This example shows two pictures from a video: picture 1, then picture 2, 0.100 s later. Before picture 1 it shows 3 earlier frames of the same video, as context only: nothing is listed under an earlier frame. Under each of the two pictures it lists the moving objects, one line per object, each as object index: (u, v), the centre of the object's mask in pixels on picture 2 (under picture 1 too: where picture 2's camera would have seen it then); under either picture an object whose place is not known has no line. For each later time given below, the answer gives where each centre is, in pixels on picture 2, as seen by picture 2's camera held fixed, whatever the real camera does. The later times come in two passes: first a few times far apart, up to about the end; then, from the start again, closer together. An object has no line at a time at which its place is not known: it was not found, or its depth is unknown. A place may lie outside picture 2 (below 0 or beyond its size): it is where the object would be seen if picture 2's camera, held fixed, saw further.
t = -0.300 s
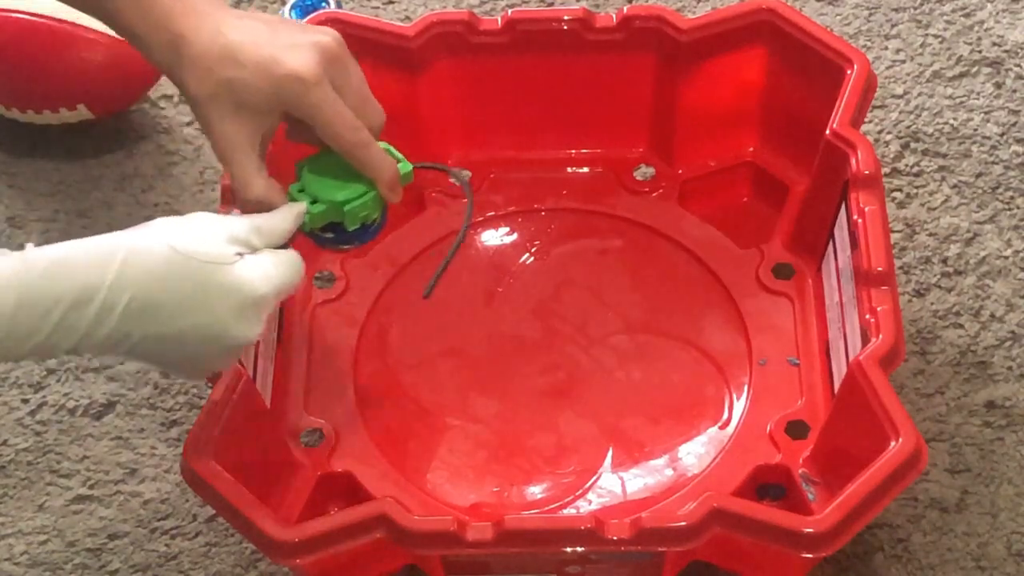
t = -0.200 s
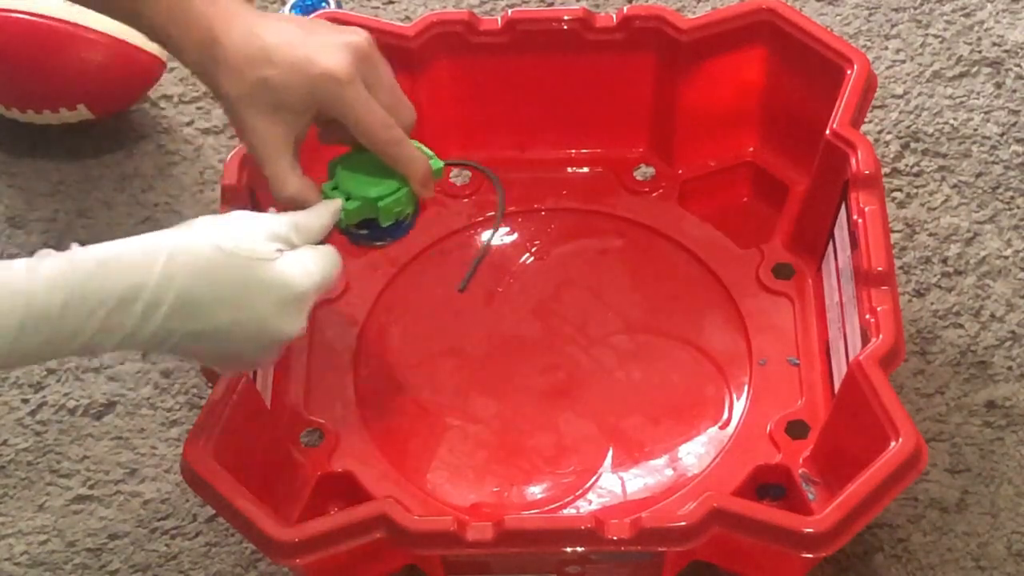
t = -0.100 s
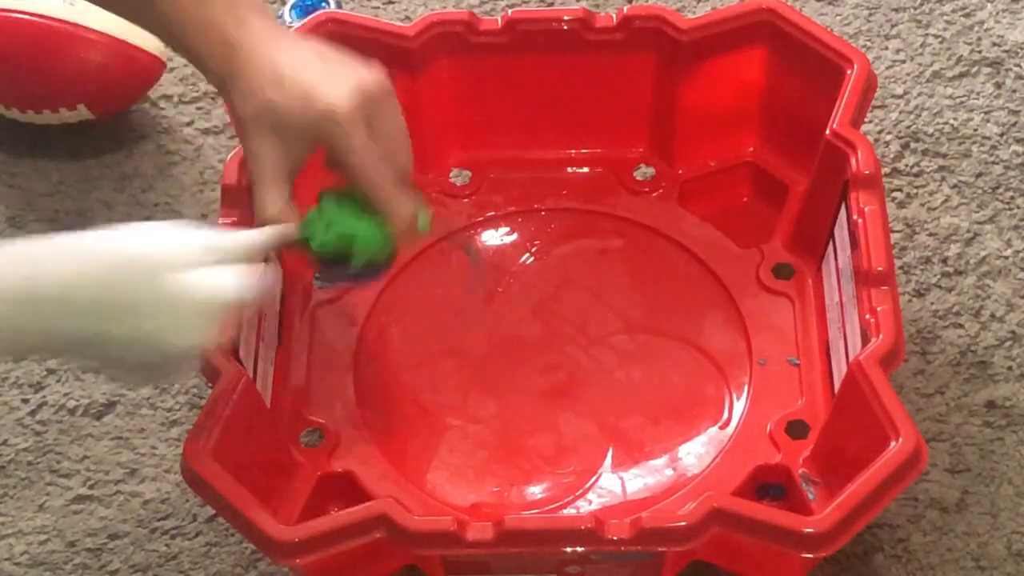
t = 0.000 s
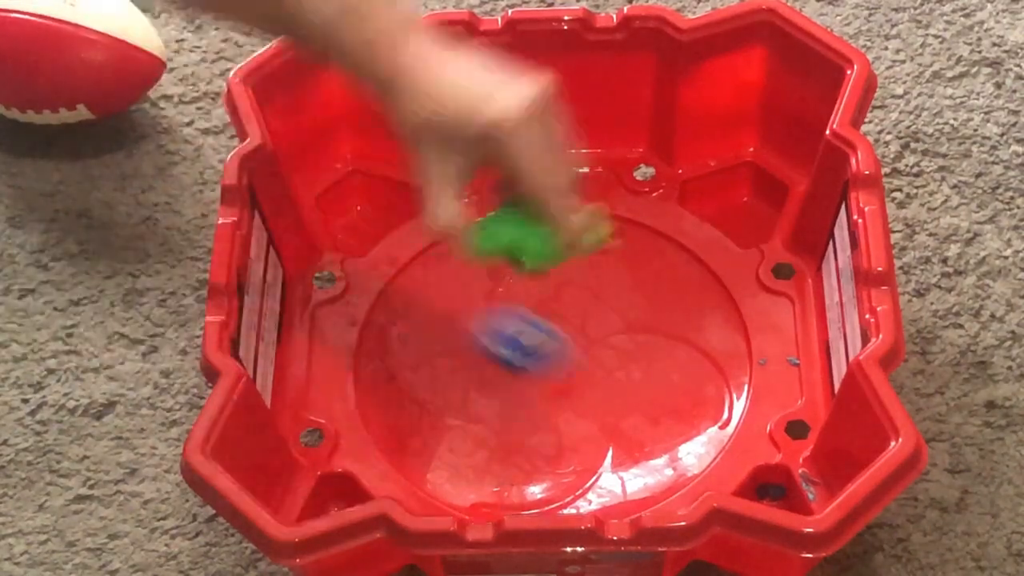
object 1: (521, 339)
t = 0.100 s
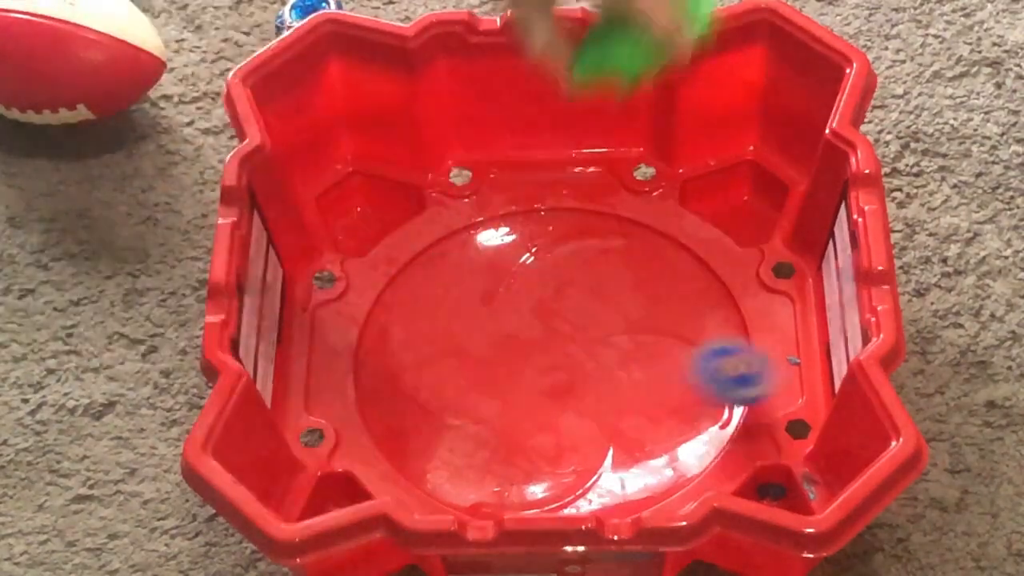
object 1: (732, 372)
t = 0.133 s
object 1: (791, 364)
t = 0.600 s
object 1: (378, 246)
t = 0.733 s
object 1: (481, 303)
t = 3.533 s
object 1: (565, 300)
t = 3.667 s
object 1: (470, 333)
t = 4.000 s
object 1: (497, 483)
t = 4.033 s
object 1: (526, 482)
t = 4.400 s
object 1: (634, 276)
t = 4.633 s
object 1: (449, 254)
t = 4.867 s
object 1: (382, 396)
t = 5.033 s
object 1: (521, 484)
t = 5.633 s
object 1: (447, 228)
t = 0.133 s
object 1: (791, 364)
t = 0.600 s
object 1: (378, 246)
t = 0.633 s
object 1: (401, 255)
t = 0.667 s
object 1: (427, 273)
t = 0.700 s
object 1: (452, 287)
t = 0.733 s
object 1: (481, 303)
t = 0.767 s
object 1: (510, 318)
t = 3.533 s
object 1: (565, 300)
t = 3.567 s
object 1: (540, 303)
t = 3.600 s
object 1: (515, 310)
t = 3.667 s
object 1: (470, 333)
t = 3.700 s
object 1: (453, 348)
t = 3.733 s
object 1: (440, 365)
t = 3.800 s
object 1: (425, 399)
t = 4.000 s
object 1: (497, 483)
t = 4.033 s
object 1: (526, 482)
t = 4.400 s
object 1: (634, 276)
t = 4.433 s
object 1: (613, 263)
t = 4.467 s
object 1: (587, 251)
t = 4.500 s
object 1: (559, 244)
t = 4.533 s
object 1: (532, 240)
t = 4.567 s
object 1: (503, 239)
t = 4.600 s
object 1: (475, 246)
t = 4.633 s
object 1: (449, 254)
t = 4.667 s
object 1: (427, 266)
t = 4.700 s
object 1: (406, 281)
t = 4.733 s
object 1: (388, 300)
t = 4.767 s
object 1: (378, 320)
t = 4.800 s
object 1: (374, 344)
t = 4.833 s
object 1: (375, 368)
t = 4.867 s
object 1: (382, 396)
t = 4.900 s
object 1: (396, 421)
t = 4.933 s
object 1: (417, 444)
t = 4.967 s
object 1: (447, 466)
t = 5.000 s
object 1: (482, 482)
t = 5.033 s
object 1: (521, 484)
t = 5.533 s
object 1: (547, 206)
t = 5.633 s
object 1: (447, 228)
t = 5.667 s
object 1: (418, 246)
